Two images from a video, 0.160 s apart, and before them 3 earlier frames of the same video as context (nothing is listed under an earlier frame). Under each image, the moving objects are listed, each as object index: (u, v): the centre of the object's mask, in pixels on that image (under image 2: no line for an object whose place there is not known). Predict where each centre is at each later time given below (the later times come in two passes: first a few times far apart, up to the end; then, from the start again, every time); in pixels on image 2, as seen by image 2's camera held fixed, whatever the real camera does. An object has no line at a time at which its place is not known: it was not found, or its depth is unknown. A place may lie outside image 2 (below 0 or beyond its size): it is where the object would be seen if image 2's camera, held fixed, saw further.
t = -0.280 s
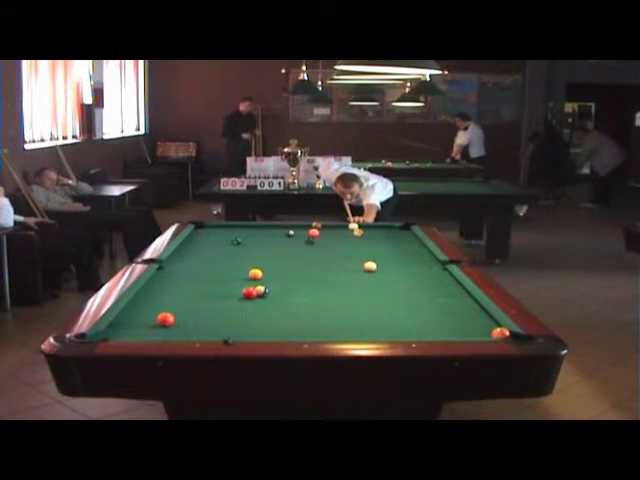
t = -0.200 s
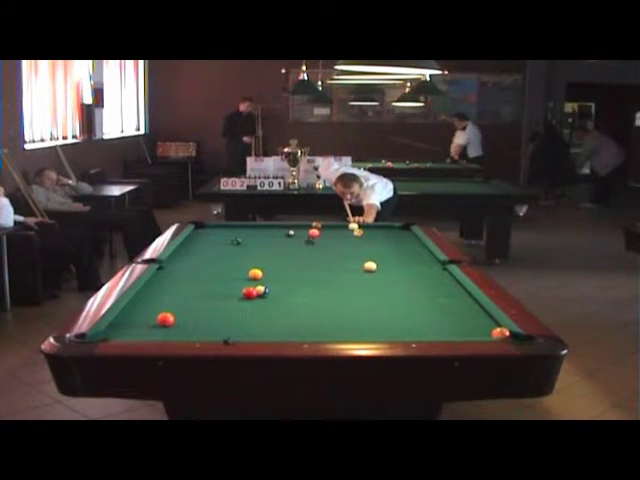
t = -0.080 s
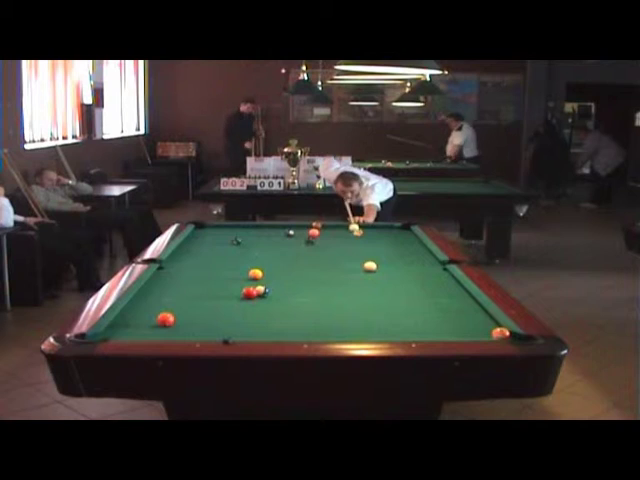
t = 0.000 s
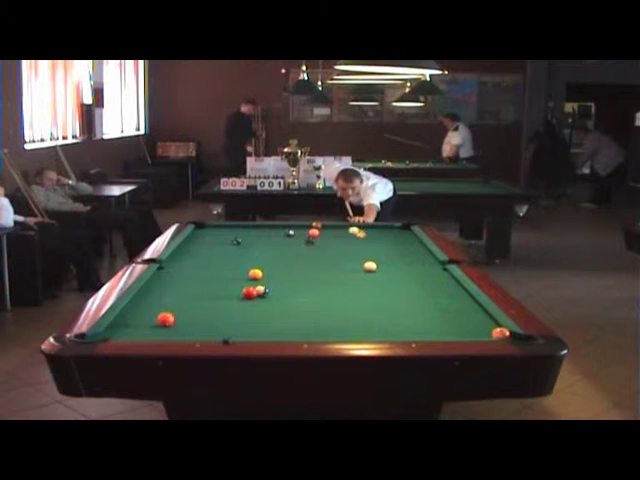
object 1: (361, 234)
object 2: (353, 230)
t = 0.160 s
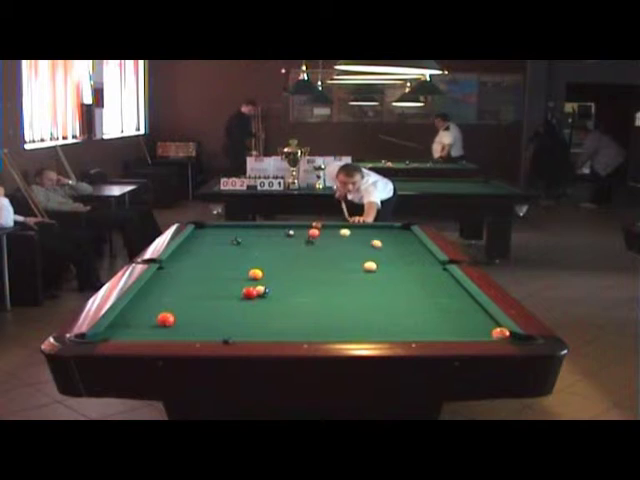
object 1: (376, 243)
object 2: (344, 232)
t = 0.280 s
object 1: (386, 250)
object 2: (339, 234)
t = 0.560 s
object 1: (411, 266)
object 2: (327, 239)
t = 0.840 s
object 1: (445, 287)
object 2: (314, 245)
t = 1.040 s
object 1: (471, 303)
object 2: (305, 249)
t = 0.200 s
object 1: (379, 245)
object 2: (343, 233)
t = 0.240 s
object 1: (383, 248)
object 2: (341, 233)
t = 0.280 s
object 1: (386, 250)
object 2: (339, 234)
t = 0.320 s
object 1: (388, 252)
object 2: (338, 235)
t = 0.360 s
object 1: (393, 254)
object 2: (336, 236)
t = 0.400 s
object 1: (396, 257)
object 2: (334, 236)
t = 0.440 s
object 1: (399, 259)
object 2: (333, 237)
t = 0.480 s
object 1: (404, 261)
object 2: (331, 238)
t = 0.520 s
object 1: (408, 264)
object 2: (329, 239)
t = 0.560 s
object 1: (411, 266)
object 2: (327, 239)
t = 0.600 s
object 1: (417, 269)
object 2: (326, 240)
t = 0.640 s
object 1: (420, 272)
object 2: (324, 241)
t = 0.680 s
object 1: (424, 274)
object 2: (322, 242)
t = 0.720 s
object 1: (430, 277)
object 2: (320, 243)
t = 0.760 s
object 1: (434, 280)
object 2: (318, 243)
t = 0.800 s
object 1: (439, 283)
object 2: (316, 244)
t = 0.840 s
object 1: (445, 287)
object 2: (314, 245)
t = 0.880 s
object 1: (448, 290)
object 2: (312, 246)
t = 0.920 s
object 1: (454, 293)
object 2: (311, 247)
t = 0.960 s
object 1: (460, 296)
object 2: (309, 248)
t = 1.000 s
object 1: (465, 300)
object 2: (307, 248)
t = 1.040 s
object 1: (471, 303)
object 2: (305, 249)
